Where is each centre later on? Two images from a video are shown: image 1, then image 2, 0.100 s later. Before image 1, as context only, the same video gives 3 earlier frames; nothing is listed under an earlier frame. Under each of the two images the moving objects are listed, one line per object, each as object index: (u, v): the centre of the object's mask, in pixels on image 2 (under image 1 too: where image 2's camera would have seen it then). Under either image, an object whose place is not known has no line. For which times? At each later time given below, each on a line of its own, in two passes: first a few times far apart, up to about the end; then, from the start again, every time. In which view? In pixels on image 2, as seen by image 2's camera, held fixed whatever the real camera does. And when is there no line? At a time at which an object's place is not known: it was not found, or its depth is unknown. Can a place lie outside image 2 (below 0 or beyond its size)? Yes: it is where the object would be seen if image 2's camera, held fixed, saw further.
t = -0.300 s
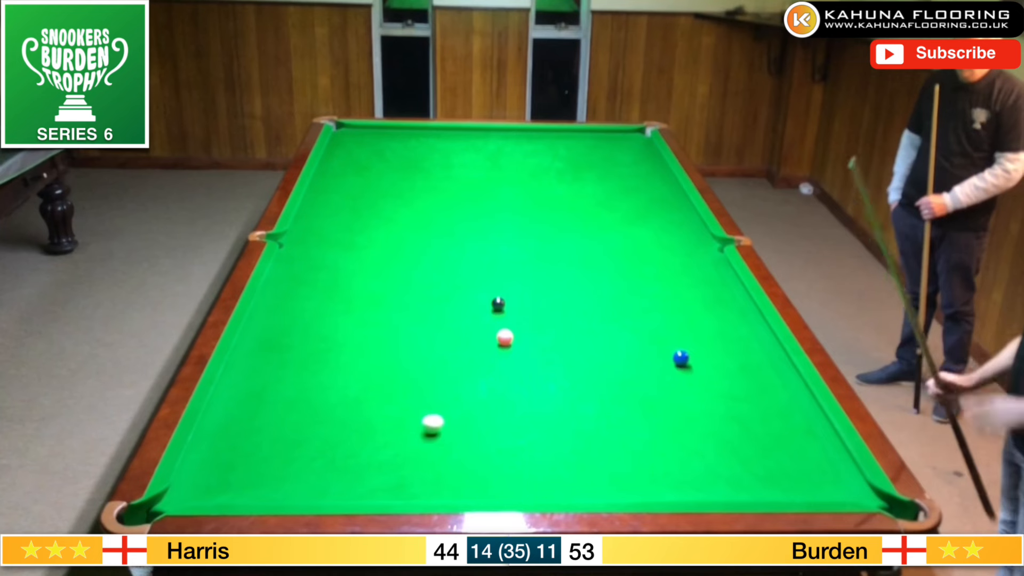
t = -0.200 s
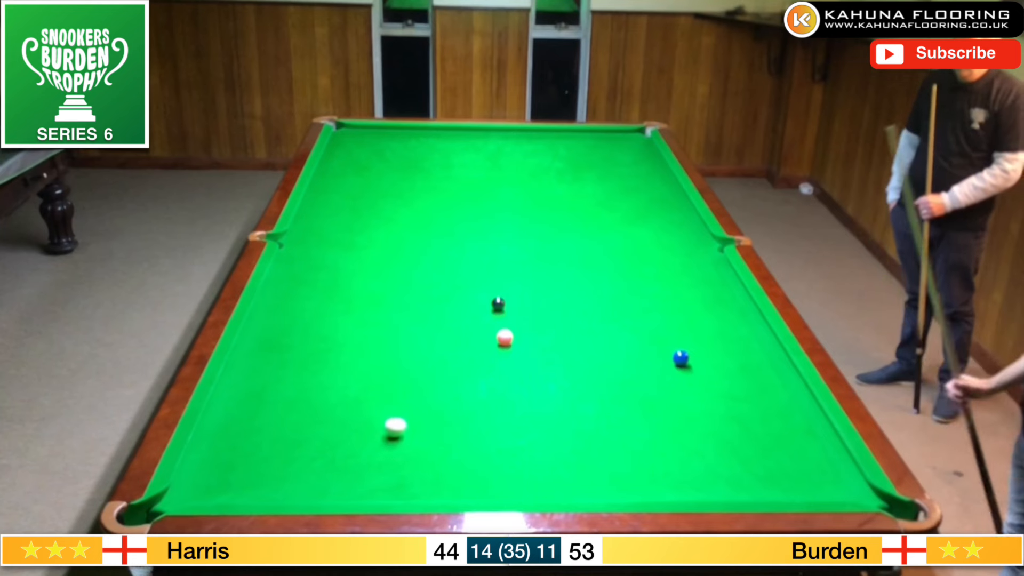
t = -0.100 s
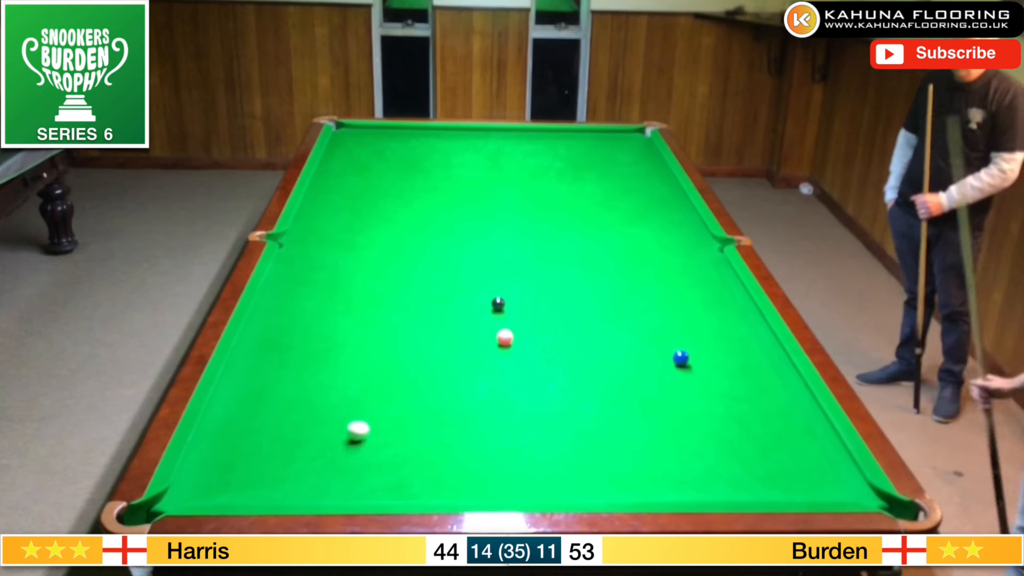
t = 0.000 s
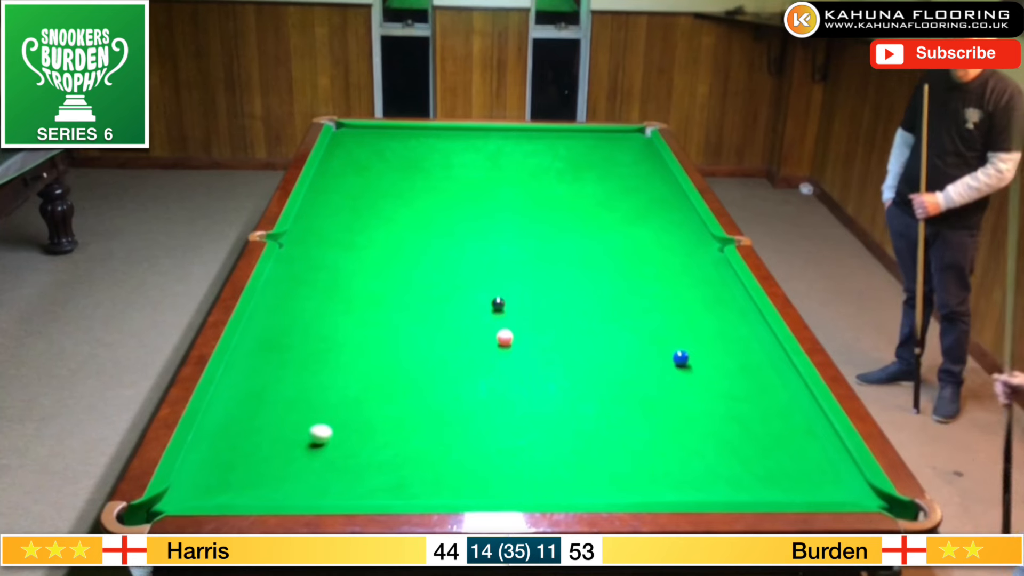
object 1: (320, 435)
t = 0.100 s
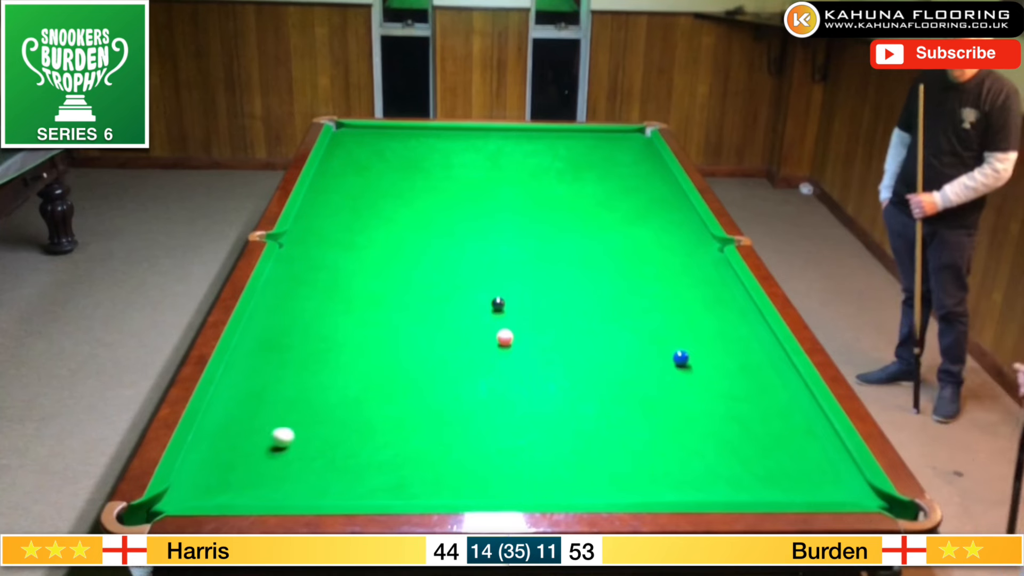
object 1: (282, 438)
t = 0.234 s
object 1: (232, 443)
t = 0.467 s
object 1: (238, 447)
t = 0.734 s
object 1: (298, 451)
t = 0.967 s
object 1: (348, 455)
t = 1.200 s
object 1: (395, 458)
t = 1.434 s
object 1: (440, 461)
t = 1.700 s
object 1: (489, 465)
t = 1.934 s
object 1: (529, 468)
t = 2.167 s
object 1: (567, 471)
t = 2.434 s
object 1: (607, 475)
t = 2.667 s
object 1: (640, 478)
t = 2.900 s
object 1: (670, 481)
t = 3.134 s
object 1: (699, 484)
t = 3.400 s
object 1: (728, 487)
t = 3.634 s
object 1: (751, 489)
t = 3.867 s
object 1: (772, 490)
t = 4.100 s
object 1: (791, 492)
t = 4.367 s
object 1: (809, 494)
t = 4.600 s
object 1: (820, 493)
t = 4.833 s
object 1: (828, 492)
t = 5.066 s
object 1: (835, 492)
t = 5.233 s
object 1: (838, 492)
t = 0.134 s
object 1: (270, 439)
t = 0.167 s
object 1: (257, 440)
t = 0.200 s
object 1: (245, 442)
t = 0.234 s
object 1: (232, 443)
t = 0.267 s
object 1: (220, 444)
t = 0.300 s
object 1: (207, 444)
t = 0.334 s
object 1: (202, 445)
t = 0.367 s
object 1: (212, 446)
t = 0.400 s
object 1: (222, 446)
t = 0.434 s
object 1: (230, 447)
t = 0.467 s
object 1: (238, 447)
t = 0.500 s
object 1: (245, 448)
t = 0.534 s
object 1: (253, 448)
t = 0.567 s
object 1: (260, 449)
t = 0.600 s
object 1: (268, 449)
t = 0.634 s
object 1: (276, 450)
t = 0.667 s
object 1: (283, 450)
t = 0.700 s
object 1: (290, 451)
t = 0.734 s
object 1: (298, 451)
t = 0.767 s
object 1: (305, 452)
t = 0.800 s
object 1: (312, 452)
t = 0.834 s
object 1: (319, 452)
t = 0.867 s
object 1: (326, 453)
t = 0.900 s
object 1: (333, 454)
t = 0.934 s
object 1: (341, 454)
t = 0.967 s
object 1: (348, 455)
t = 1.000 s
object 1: (354, 455)
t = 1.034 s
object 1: (362, 456)
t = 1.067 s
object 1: (368, 456)
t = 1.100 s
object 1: (375, 456)
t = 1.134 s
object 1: (382, 457)
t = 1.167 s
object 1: (389, 457)
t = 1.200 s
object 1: (395, 458)
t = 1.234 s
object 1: (402, 459)
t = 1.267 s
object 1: (408, 459)
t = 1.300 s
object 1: (415, 459)
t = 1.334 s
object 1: (421, 460)
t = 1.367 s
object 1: (428, 460)
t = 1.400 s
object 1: (434, 461)
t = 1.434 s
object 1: (440, 461)
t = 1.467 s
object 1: (446, 462)
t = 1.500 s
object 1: (453, 462)
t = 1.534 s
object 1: (459, 463)
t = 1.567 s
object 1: (465, 463)
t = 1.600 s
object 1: (471, 464)
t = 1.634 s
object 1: (477, 464)
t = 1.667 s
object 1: (483, 464)
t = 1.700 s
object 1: (489, 465)
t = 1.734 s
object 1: (495, 466)
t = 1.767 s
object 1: (501, 466)
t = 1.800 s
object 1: (506, 466)
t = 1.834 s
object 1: (512, 467)
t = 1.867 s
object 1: (518, 467)
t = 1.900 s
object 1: (523, 468)
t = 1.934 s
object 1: (529, 468)
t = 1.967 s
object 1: (535, 469)
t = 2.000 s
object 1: (540, 469)
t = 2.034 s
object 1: (546, 470)
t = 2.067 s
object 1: (551, 470)
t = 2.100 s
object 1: (556, 470)
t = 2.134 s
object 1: (562, 471)
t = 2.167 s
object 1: (567, 471)
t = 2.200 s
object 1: (572, 472)
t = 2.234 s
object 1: (577, 472)
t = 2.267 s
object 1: (583, 473)
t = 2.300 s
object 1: (588, 473)
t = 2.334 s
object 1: (593, 474)
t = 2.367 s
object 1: (598, 475)
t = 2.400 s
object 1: (603, 475)
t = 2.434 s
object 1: (607, 475)
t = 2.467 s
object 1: (612, 476)
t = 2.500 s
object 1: (617, 476)
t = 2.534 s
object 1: (622, 476)
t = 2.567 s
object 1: (627, 477)
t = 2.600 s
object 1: (631, 477)
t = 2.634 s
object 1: (636, 478)
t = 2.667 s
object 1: (640, 478)
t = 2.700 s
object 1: (645, 479)
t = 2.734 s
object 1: (649, 479)
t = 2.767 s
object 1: (654, 479)
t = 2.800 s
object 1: (658, 480)
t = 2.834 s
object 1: (662, 480)
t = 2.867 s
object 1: (666, 481)
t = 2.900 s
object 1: (670, 481)
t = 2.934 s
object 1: (675, 482)
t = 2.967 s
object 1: (679, 482)
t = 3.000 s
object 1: (683, 483)
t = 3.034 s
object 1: (687, 483)
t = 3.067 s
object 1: (691, 483)
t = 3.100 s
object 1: (695, 484)
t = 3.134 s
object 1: (699, 484)
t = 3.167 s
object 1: (702, 485)
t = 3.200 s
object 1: (706, 485)
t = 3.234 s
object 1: (710, 486)
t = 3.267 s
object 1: (713, 486)
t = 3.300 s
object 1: (717, 486)
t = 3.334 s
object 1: (721, 487)
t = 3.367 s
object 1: (724, 487)
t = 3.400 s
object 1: (728, 487)
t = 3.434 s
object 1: (731, 487)
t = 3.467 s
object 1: (734, 488)
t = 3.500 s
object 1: (738, 488)
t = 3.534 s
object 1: (741, 488)
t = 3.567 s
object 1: (745, 489)
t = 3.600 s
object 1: (748, 489)
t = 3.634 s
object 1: (751, 489)
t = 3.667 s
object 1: (754, 489)
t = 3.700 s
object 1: (758, 490)
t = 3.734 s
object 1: (761, 489)
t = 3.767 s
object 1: (763, 490)
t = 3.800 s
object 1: (766, 490)
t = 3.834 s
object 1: (769, 490)
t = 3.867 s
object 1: (772, 490)
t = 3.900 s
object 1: (775, 491)
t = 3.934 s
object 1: (778, 491)
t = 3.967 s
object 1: (780, 491)
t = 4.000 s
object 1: (783, 491)
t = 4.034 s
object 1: (786, 492)
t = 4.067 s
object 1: (788, 492)
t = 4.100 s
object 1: (791, 492)
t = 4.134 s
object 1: (793, 493)
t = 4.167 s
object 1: (796, 493)
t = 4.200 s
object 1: (798, 493)
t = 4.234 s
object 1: (800, 493)
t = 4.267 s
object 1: (803, 494)
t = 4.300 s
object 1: (805, 494)
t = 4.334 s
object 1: (807, 494)
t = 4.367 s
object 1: (809, 494)
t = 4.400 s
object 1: (811, 494)
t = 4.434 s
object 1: (813, 494)
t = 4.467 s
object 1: (814, 494)
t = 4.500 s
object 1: (816, 494)
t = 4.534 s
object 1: (817, 494)
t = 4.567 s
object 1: (818, 493)
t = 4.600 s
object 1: (820, 493)
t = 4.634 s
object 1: (821, 493)
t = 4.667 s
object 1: (823, 493)
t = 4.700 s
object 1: (824, 493)
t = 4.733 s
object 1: (825, 493)
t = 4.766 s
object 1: (826, 493)
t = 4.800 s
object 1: (827, 492)
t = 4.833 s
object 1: (828, 492)
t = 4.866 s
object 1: (829, 492)
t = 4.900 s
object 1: (830, 492)
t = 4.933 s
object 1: (831, 492)
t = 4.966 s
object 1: (832, 492)
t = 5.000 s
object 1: (833, 492)
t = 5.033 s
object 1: (834, 492)
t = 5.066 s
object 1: (835, 492)
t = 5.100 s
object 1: (835, 492)
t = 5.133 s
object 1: (836, 492)
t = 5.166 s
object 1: (837, 492)
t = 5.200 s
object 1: (838, 492)
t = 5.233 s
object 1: (838, 492)
